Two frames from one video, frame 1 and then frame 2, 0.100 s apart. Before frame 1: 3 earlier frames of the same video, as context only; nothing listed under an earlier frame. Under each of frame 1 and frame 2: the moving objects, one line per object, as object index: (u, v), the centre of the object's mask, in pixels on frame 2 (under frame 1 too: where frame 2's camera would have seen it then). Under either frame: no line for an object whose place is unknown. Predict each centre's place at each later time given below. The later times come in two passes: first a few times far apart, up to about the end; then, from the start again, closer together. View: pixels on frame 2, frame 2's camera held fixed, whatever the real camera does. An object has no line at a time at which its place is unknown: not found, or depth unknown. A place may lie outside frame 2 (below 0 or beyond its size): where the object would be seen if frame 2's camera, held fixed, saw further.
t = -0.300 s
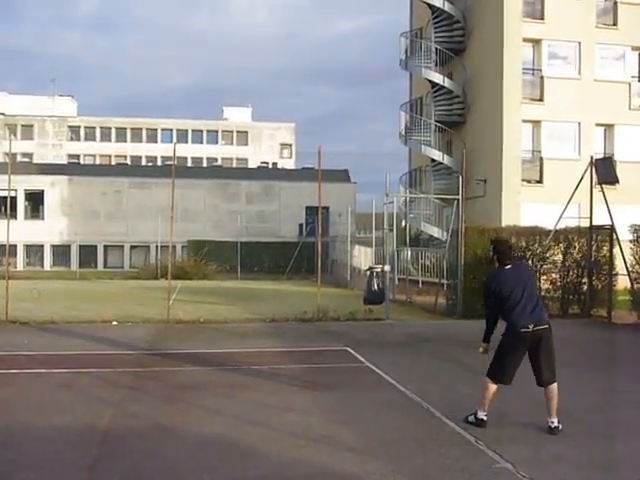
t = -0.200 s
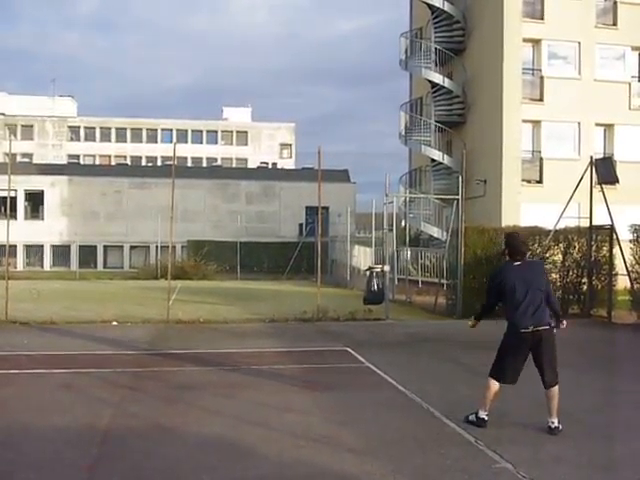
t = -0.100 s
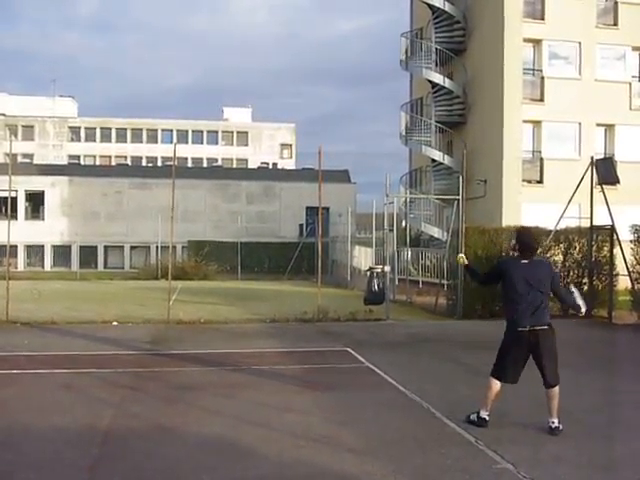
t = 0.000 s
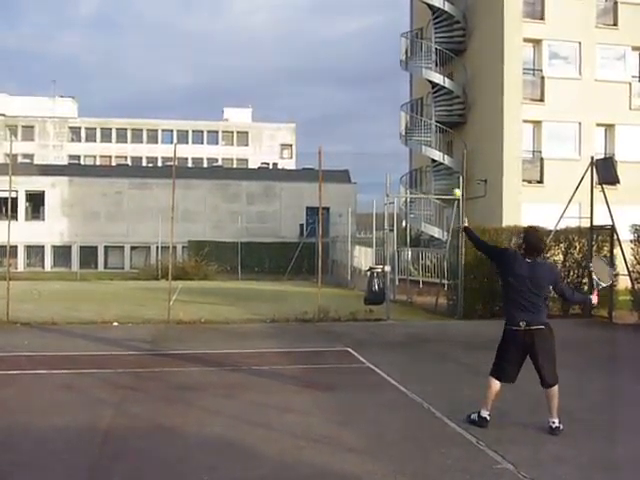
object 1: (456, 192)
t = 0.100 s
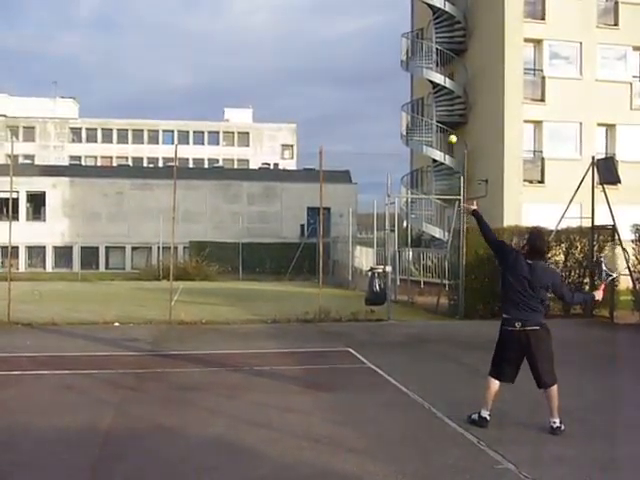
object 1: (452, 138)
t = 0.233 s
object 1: (444, 83)
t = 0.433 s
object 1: (432, 39)
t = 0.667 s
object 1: (415, 38)
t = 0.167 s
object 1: (449, 109)
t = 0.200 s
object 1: (446, 96)
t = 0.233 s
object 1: (444, 83)
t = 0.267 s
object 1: (443, 73)
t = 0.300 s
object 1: (440, 64)
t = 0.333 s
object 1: (438, 56)
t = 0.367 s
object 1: (436, 48)
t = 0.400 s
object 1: (434, 42)
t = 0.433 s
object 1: (432, 39)
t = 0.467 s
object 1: (429, 35)
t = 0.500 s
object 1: (427, 32)
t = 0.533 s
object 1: (425, 31)
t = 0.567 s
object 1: (422, 31)
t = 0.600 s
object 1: (421, 32)
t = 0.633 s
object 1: (418, 34)
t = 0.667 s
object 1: (415, 38)
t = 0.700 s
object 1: (412, 43)
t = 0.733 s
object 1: (410, 49)
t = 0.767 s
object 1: (408, 56)
